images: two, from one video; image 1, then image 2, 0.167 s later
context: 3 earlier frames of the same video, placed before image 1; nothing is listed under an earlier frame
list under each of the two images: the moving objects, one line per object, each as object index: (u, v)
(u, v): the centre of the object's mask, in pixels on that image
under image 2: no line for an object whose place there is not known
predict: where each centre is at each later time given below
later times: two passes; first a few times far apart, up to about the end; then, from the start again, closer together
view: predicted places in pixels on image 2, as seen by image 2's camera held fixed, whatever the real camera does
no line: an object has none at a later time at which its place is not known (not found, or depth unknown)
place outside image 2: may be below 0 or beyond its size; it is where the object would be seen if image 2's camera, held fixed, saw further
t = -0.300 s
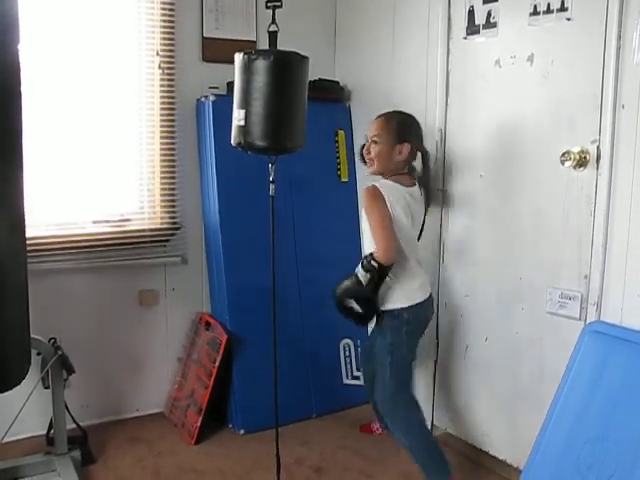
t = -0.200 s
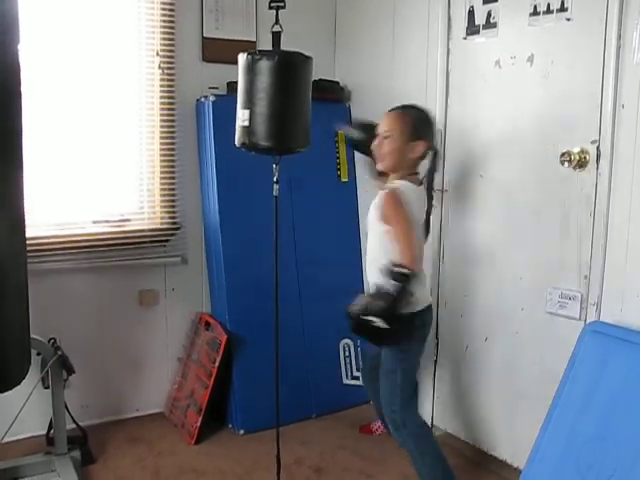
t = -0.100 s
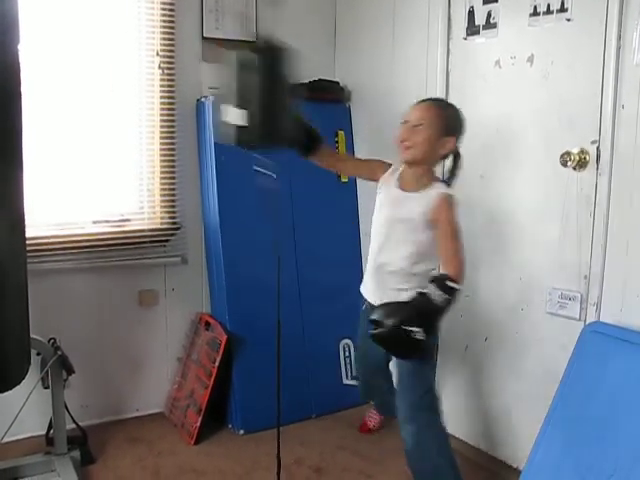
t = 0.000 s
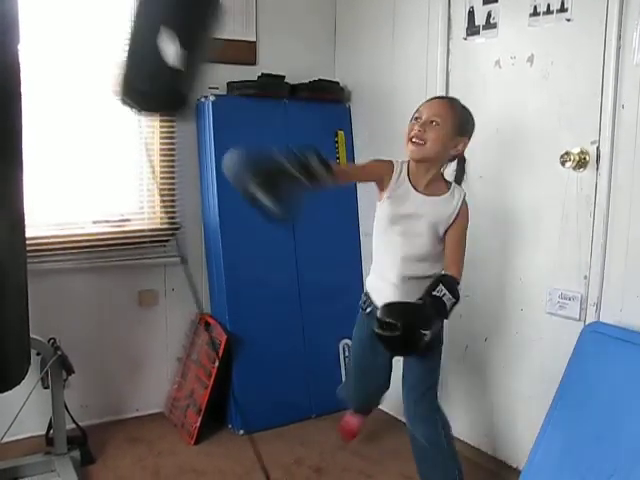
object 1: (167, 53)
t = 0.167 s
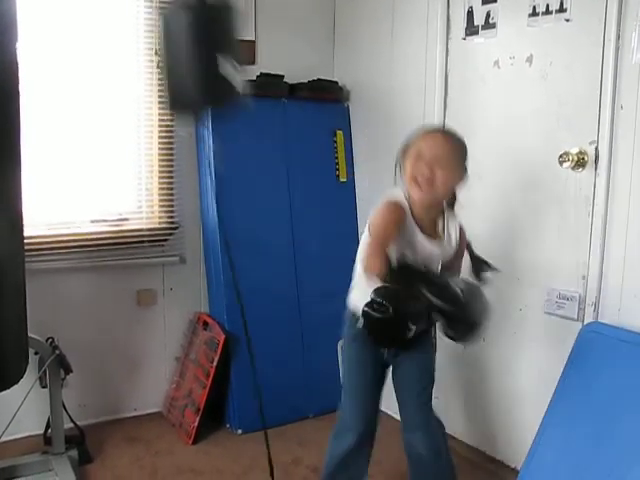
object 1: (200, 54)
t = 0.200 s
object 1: (231, 84)
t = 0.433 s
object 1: (349, 74)
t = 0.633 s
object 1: (295, 99)
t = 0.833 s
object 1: (191, 56)
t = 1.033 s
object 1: (246, 94)
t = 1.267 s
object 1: (330, 80)
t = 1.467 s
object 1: (290, 101)
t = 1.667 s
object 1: (214, 68)
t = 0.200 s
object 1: (231, 84)
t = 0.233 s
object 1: (258, 97)
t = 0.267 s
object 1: (275, 93)
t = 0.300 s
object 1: (300, 96)
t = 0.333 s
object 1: (318, 99)
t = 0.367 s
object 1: (334, 88)
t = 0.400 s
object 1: (343, 83)
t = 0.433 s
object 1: (349, 74)
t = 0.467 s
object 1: (349, 63)
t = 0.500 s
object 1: (345, 65)
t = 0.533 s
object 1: (339, 75)
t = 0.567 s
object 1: (328, 92)
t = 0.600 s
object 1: (313, 98)
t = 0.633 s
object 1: (295, 99)
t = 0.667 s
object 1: (273, 101)
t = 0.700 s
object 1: (253, 98)
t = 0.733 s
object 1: (232, 86)
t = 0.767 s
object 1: (215, 76)
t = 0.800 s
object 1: (199, 65)
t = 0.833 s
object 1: (191, 56)
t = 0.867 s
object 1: (186, 52)
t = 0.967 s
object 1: (216, 78)
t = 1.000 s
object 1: (226, 85)
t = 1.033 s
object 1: (246, 94)
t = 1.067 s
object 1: (264, 100)
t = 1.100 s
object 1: (282, 102)
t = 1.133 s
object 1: (297, 100)
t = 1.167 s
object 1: (311, 98)
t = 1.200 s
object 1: (320, 92)
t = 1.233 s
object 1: (327, 83)
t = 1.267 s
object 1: (330, 80)
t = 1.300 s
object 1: (331, 83)
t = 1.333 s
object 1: (330, 89)
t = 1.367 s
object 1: (323, 94)
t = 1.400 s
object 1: (314, 98)
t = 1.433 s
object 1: (303, 99)
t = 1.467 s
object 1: (290, 101)
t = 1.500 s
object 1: (278, 100)
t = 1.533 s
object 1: (263, 98)
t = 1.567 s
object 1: (249, 92)
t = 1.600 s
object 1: (232, 82)
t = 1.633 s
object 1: (220, 74)
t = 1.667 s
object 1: (214, 68)
